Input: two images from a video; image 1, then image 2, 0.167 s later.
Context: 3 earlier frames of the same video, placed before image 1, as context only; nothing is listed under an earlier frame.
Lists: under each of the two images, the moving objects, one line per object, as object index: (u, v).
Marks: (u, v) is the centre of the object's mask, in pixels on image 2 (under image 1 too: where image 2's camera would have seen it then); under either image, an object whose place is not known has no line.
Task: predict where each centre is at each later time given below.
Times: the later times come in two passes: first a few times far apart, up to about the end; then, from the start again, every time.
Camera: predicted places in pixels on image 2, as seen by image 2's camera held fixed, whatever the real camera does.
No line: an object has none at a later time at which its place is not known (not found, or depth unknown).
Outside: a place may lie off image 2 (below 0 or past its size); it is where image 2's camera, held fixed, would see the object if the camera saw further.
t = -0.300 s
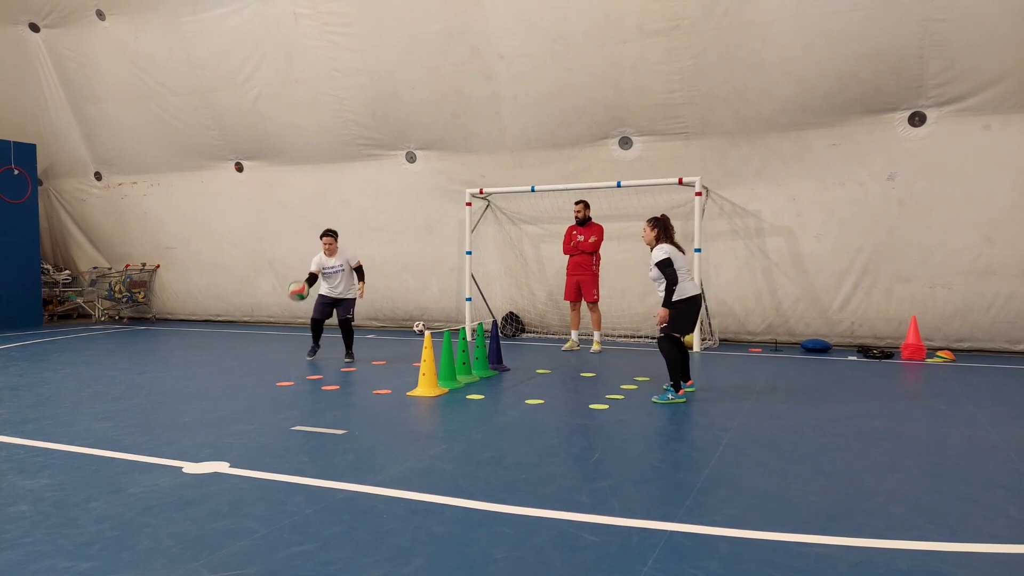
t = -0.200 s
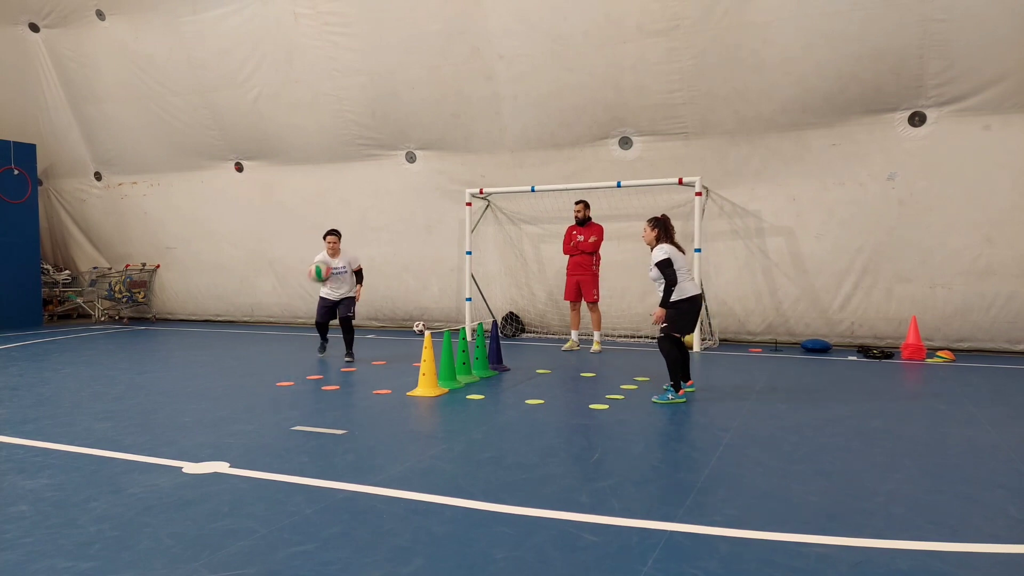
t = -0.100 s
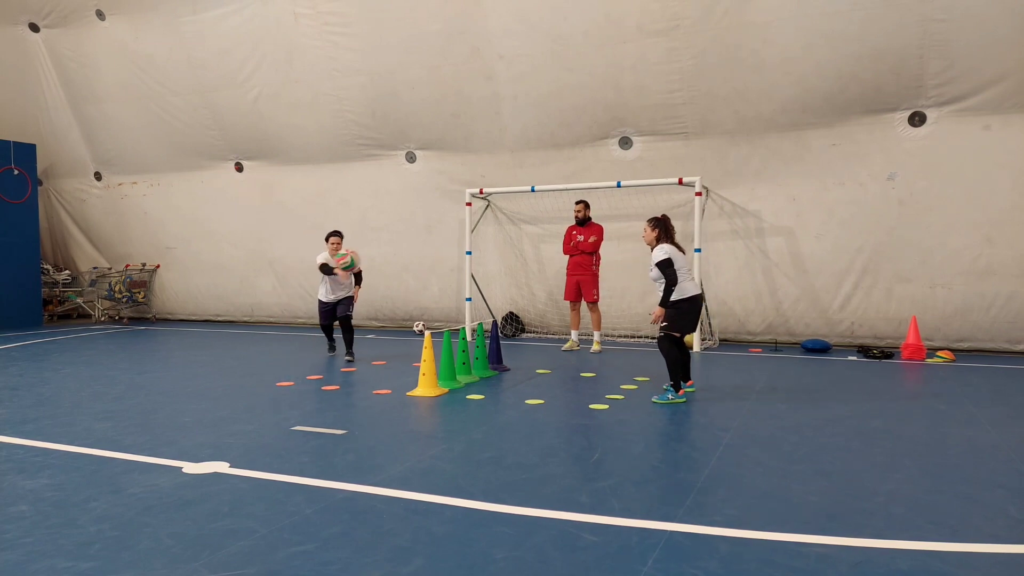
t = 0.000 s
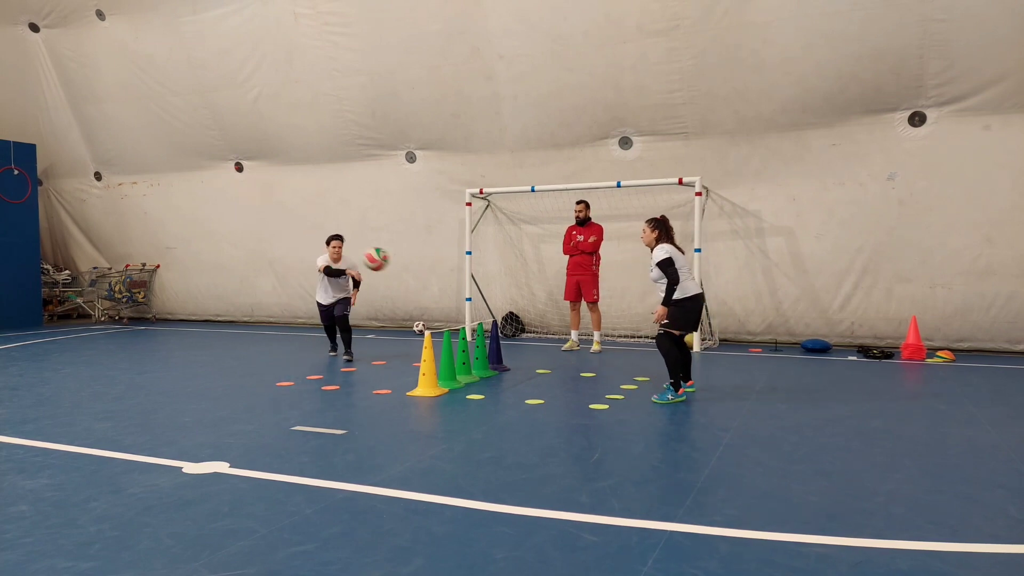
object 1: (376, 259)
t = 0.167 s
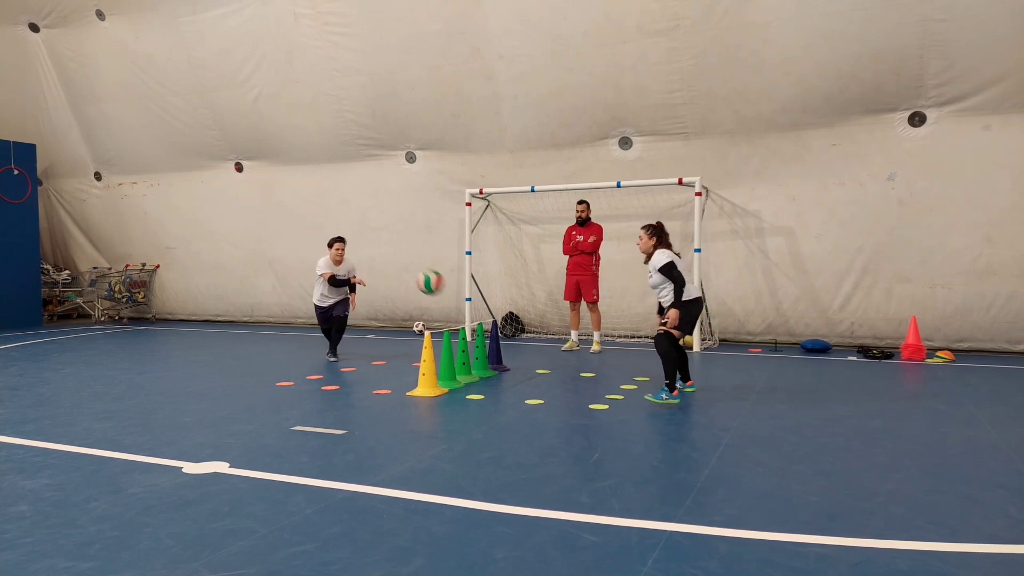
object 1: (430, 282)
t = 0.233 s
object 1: (452, 301)
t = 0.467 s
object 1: (539, 385)
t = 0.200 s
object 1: (442, 292)
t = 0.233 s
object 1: (452, 301)
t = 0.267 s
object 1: (465, 312)
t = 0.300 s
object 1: (479, 328)
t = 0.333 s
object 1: (490, 343)
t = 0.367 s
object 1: (504, 360)
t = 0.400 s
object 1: (518, 381)
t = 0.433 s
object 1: (531, 399)
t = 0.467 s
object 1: (539, 385)
